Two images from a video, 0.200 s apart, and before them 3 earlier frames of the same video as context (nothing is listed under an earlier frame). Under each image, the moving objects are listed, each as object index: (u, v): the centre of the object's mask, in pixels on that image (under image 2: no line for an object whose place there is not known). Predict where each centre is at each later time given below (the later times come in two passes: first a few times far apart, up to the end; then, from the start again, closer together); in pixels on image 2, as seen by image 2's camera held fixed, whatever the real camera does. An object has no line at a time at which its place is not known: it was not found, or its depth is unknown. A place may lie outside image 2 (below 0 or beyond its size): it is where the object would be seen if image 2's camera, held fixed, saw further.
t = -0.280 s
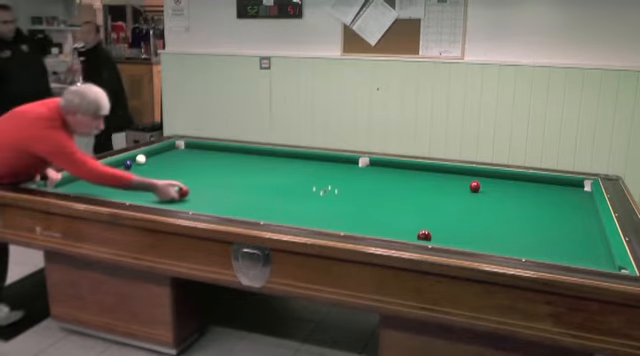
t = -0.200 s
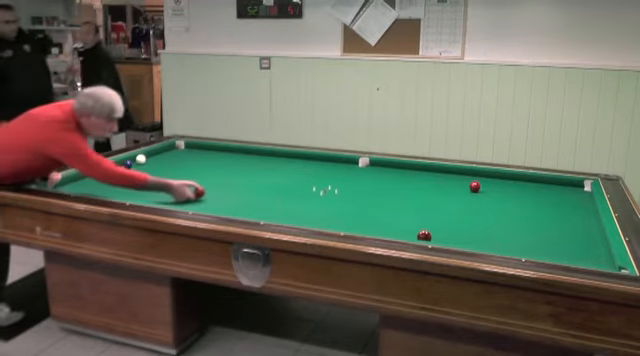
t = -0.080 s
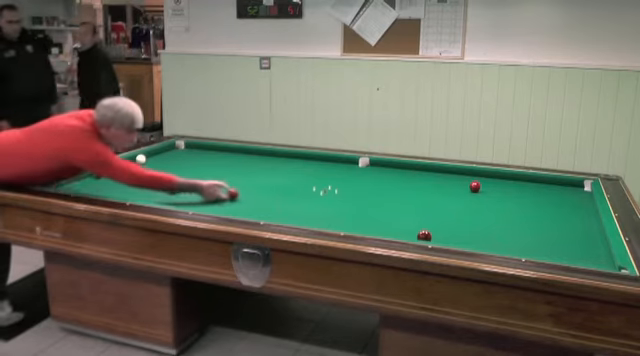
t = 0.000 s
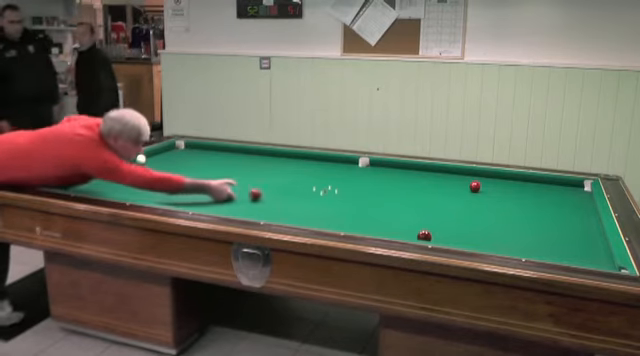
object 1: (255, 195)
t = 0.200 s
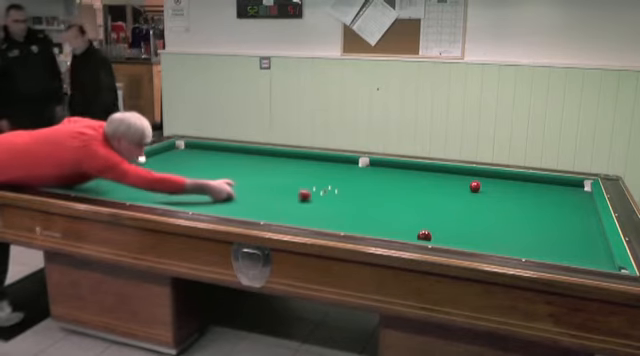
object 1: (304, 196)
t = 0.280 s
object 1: (322, 195)
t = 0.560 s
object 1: (387, 196)
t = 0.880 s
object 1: (458, 197)
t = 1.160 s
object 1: (517, 198)
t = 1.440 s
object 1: (572, 198)
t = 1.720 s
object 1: (562, 193)
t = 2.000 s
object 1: (531, 186)
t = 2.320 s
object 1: (498, 179)
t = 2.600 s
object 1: (470, 173)
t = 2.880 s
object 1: (447, 171)
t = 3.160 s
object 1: (422, 170)
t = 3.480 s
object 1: (396, 169)
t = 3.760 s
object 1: (374, 168)
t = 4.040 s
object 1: (352, 167)
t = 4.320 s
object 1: (331, 166)
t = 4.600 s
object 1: (311, 166)
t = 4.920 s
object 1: (288, 165)
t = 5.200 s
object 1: (269, 164)
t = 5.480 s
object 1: (251, 164)
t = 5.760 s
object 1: (233, 162)
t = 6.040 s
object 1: (217, 162)
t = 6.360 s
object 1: (199, 161)
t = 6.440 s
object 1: (195, 161)
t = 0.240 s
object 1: (313, 195)
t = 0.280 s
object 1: (322, 195)
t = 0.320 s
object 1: (332, 195)
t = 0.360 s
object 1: (341, 195)
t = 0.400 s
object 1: (350, 196)
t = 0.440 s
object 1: (360, 196)
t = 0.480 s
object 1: (369, 196)
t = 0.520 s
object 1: (378, 196)
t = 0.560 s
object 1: (387, 196)
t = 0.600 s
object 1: (396, 196)
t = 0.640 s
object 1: (405, 196)
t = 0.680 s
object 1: (414, 197)
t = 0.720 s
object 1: (423, 196)
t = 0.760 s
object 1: (432, 197)
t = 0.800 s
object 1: (441, 197)
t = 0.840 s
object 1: (450, 197)
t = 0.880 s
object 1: (458, 197)
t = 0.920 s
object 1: (466, 197)
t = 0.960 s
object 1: (476, 197)
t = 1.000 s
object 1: (484, 197)
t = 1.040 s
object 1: (492, 197)
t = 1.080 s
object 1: (500, 198)
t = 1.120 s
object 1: (508, 198)
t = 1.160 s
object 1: (517, 198)
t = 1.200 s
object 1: (525, 198)
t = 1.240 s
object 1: (533, 198)
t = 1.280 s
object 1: (540, 198)
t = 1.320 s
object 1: (549, 198)
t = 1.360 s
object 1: (556, 198)
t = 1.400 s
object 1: (564, 198)
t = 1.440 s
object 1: (572, 198)
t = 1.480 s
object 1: (579, 199)
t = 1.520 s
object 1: (587, 198)
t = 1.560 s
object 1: (584, 198)
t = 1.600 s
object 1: (577, 197)
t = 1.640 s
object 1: (572, 195)
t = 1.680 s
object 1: (567, 194)
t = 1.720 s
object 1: (562, 193)
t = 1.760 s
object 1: (557, 192)
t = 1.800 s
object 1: (553, 191)
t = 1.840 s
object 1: (548, 190)
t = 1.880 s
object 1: (544, 189)
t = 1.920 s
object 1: (540, 188)
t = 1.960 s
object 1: (535, 187)
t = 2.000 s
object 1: (531, 186)
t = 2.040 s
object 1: (526, 185)
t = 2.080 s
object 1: (522, 184)
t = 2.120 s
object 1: (518, 183)
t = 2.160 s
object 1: (514, 182)
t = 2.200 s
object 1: (510, 182)
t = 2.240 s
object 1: (506, 181)
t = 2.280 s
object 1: (501, 180)
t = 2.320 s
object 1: (498, 179)
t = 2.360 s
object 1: (494, 179)
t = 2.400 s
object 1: (490, 177)
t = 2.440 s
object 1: (486, 177)
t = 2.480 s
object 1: (482, 176)
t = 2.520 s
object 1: (478, 175)
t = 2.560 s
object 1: (474, 174)
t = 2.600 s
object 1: (470, 173)
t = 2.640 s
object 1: (467, 172)
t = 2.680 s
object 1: (463, 172)
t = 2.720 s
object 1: (460, 172)
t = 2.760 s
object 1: (457, 171)
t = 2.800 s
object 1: (454, 171)
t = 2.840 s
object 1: (450, 171)
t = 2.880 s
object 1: (447, 171)
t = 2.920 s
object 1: (443, 171)
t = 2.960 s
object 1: (439, 171)
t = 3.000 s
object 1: (436, 171)
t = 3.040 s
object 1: (432, 170)
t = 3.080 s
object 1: (429, 170)
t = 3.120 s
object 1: (426, 170)
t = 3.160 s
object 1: (422, 170)
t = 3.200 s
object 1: (420, 169)
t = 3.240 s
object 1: (416, 170)
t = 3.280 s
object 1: (413, 169)
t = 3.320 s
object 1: (409, 169)
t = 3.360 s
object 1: (406, 169)
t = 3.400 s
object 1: (403, 169)
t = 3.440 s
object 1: (399, 168)
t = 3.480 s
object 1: (396, 169)
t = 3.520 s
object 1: (393, 169)
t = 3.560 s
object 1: (389, 169)
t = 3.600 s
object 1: (386, 168)
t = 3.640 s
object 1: (383, 168)
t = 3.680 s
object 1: (380, 168)
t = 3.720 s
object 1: (377, 168)
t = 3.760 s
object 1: (374, 168)
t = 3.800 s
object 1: (371, 168)
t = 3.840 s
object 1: (368, 168)
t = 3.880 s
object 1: (365, 168)
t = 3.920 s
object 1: (362, 168)
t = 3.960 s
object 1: (359, 168)
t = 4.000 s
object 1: (355, 167)
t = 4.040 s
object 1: (352, 167)
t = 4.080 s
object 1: (349, 167)
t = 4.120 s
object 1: (346, 167)
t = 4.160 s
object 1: (343, 167)
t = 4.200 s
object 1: (340, 166)
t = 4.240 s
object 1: (337, 166)
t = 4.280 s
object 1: (334, 166)
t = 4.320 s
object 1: (331, 166)
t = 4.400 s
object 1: (325, 166)
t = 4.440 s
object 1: (322, 166)
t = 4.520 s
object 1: (316, 166)
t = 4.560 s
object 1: (313, 165)
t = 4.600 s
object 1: (311, 166)
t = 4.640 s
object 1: (307, 165)
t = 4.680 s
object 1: (305, 165)
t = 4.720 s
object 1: (302, 165)
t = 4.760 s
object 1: (299, 165)
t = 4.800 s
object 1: (296, 165)
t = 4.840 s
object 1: (293, 165)
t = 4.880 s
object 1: (290, 165)
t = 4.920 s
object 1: (288, 165)
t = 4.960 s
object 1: (285, 165)
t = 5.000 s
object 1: (282, 165)
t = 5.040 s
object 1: (280, 165)
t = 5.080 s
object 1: (277, 165)
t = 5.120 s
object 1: (274, 165)
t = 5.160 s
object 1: (272, 164)
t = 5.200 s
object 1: (269, 164)
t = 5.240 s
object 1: (266, 164)
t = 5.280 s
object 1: (264, 164)
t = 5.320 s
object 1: (261, 164)
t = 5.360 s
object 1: (259, 164)
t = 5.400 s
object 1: (256, 164)
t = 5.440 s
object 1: (253, 164)
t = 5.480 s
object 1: (251, 164)
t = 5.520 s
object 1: (248, 164)
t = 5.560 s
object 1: (246, 163)
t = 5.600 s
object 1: (243, 163)
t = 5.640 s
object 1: (241, 163)
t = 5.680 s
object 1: (239, 163)
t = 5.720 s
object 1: (236, 163)
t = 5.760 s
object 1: (233, 162)
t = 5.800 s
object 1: (231, 163)
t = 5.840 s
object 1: (229, 162)
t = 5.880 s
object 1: (226, 162)
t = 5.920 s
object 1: (224, 162)
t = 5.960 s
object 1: (222, 163)
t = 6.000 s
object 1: (219, 162)
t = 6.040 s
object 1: (217, 162)
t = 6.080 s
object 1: (215, 162)
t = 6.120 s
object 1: (213, 162)
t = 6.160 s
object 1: (211, 162)
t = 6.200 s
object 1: (208, 162)
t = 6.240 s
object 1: (206, 161)
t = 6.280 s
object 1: (204, 161)
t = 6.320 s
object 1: (202, 161)
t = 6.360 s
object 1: (199, 161)
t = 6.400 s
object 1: (197, 161)
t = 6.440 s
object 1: (195, 161)
